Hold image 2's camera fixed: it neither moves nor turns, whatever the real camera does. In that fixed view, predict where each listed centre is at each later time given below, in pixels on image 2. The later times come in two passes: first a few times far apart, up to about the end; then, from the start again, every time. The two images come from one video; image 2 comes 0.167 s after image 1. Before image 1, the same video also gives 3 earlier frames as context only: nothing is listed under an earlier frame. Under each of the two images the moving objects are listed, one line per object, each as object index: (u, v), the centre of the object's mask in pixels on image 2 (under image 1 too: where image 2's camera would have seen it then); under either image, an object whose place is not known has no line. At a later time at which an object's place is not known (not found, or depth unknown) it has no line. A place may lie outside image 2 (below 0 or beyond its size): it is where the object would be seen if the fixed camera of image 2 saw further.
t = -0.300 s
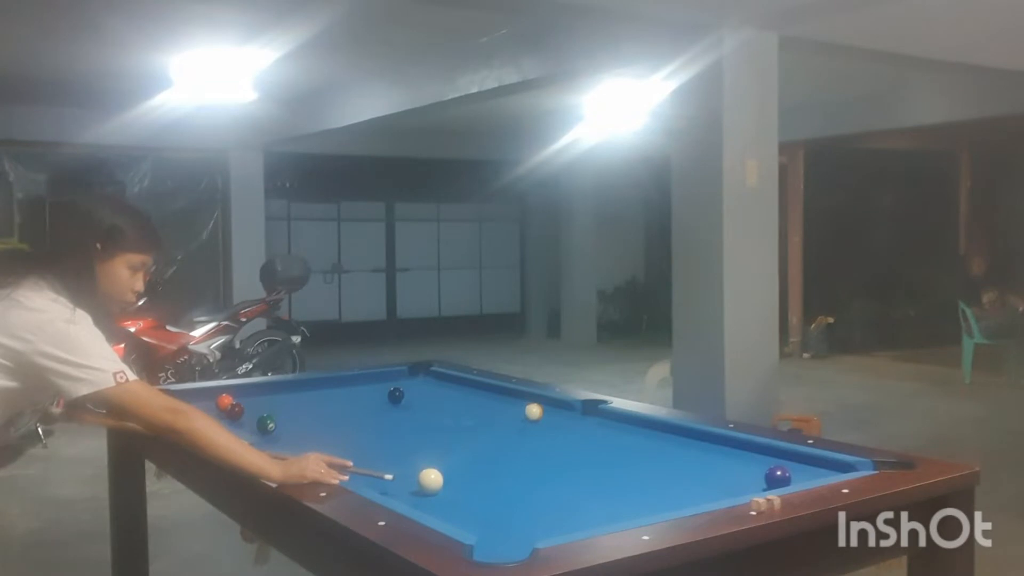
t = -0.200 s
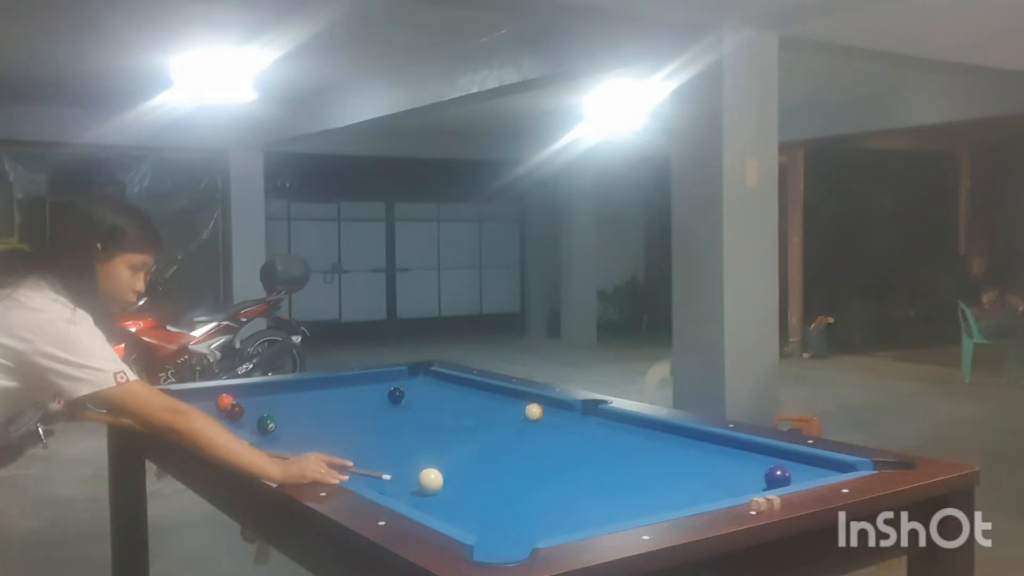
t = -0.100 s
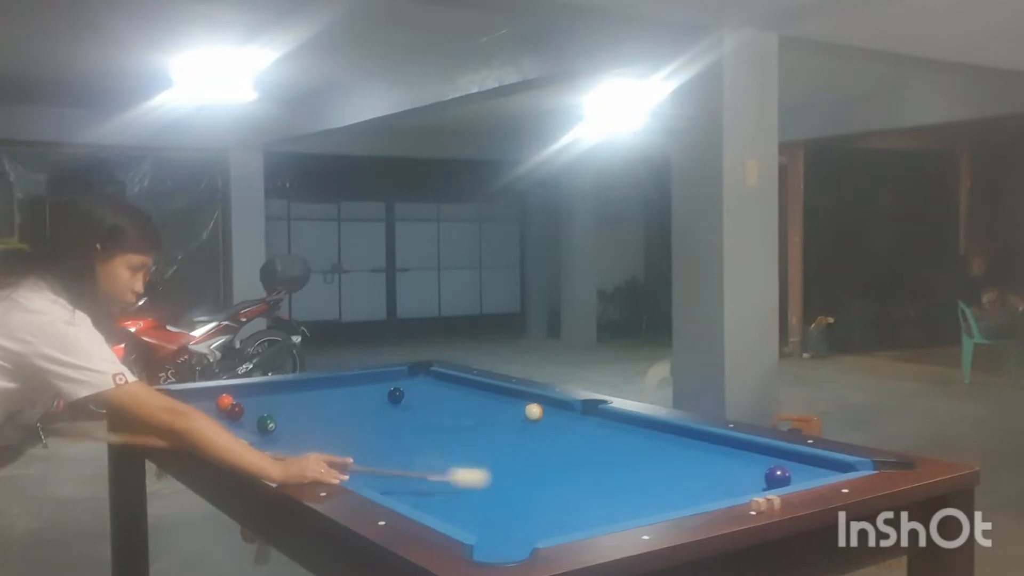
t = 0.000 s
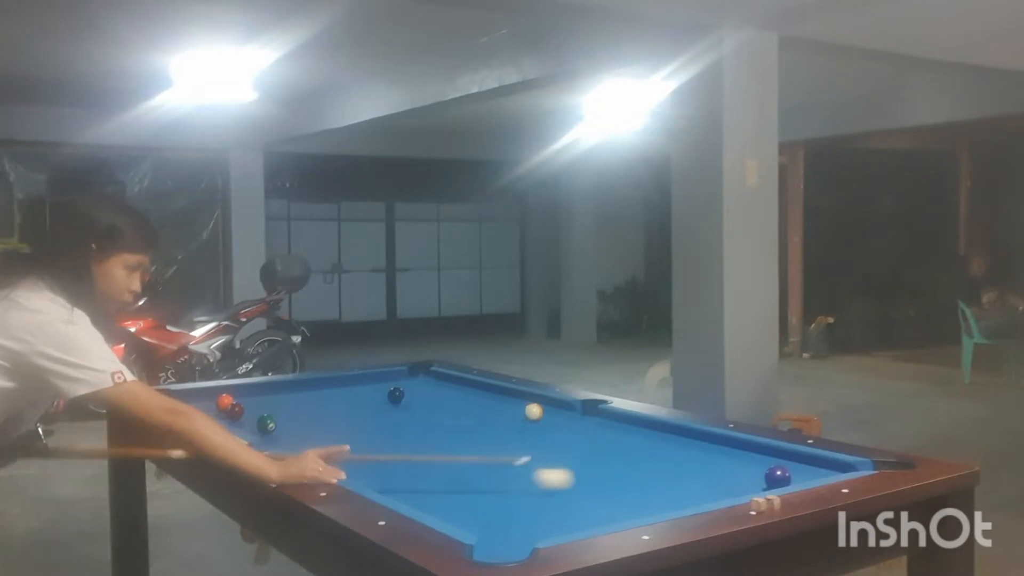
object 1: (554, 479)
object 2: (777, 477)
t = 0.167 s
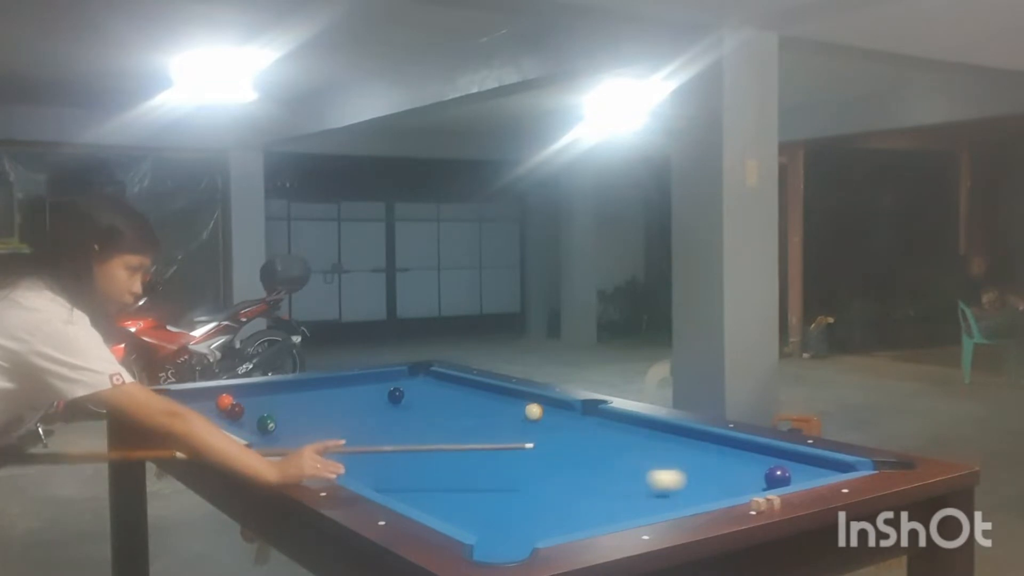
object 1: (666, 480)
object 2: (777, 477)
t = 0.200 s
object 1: (688, 480)
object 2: (777, 477)
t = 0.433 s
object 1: (764, 476)
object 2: (787, 474)
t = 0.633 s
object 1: (730, 463)
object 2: (800, 468)
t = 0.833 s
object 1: (702, 451)
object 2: (811, 461)
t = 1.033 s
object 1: (678, 441)
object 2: (797, 461)
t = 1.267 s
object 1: (654, 430)
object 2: (777, 461)
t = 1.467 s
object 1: (635, 422)
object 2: (760, 462)
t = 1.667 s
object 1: (617, 416)
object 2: (744, 464)
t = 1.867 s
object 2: (731, 464)
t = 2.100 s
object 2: (716, 466)
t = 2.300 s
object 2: (705, 466)
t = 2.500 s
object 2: (695, 467)
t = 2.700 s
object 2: (687, 467)
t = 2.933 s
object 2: (680, 467)
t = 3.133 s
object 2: (675, 467)
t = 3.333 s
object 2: (673, 467)
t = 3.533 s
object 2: (672, 467)
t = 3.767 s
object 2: (672, 467)
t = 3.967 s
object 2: (672, 467)
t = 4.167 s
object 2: (672, 467)
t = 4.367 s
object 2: (672, 467)
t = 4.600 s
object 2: (672, 467)
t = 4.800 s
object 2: (672, 467)
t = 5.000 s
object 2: (672, 467)
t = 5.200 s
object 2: (672, 467)
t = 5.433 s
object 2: (672, 467)
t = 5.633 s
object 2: (671, 467)
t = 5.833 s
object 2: (671, 467)
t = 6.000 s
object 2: (671, 467)
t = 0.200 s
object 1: (688, 480)
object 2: (777, 477)
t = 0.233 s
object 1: (709, 480)
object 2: (777, 477)
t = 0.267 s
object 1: (731, 480)
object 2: (777, 477)
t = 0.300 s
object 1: (753, 480)
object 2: (780, 476)
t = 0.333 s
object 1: (773, 480)
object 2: (779, 469)
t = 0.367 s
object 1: (781, 479)
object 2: (782, 469)
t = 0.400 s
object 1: (772, 478)
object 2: (788, 472)
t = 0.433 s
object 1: (764, 476)
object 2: (787, 474)
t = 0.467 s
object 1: (757, 474)
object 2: (789, 473)
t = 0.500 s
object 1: (751, 473)
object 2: (791, 472)
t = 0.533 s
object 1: (746, 470)
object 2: (794, 471)
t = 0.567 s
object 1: (740, 468)
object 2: (796, 470)
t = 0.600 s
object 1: (735, 466)
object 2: (798, 469)
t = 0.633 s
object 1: (730, 463)
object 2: (800, 468)
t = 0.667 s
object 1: (726, 461)
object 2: (802, 467)
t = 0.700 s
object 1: (721, 459)
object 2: (804, 465)
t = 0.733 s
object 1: (716, 457)
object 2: (806, 464)
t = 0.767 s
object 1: (711, 455)
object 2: (808, 463)
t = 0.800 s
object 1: (707, 453)
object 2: (809, 462)
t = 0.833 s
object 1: (702, 451)
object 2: (811, 461)
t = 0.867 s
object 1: (698, 450)
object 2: (812, 460)
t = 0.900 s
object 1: (694, 448)
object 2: (810, 460)
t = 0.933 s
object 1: (690, 446)
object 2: (807, 460)
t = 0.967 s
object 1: (686, 444)
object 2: (804, 461)
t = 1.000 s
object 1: (682, 442)
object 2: (801, 461)
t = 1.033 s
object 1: (678, 441)
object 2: (797, 461)
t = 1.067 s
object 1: (674, 439)
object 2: (794, 462)
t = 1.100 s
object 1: (671, 438)
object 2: (792, 462)
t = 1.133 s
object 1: (667, 436)
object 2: (788, 461)
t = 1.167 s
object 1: (664, 434)
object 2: (785, 461)
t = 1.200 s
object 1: (660, 433)
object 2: (782, 461)
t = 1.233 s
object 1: (657, 431)
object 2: (780, 461)
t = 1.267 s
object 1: (654, 430)
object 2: (777, 461)
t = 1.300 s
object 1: (650, 428)
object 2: (773, 461)
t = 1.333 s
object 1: (647, 427)
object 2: (771, 461)
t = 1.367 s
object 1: (644, 426)
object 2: (768, 462)
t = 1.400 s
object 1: (641, 424)
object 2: (766, 462)
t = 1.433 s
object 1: (638, 423)
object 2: (763, 461)
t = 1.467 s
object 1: (635, 422)
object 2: (760, 462)
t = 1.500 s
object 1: (633, 421)
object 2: (757, 462)
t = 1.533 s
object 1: (630, 420)
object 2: (755, 463)
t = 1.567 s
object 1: (627, 418)
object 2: (752, 463)
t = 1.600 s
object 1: (624, 417)
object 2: (750, 463)
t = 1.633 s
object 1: (621, 416)
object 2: (746, 464)
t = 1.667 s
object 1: (617, 416)
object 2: (744, 464)
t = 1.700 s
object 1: (612, 415)
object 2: (741, 465)
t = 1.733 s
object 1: (608, 414)
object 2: (740, 465)
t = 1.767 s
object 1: (604, 413)
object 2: (737, 464)
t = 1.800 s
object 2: (735, 465)
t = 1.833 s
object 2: (733, 464)
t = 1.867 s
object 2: (731, 464)
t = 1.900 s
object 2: (729, 465)
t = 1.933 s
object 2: (726, 465)
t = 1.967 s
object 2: (724, 465)
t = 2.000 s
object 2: (722, 465)
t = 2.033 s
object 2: (720, 465)
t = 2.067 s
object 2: (718, 466)
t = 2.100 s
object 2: (716, 466)
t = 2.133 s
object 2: (714, 466)
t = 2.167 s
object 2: (712, 466)
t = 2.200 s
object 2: (710, 466)
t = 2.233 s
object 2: (708, 466)
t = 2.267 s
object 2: (707, 466)
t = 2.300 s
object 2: (705, 466)
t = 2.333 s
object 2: (703, 466)
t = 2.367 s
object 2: (702, 467)
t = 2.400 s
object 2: (700, 467)
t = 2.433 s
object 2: (699, 467)
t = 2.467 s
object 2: (697, 467)
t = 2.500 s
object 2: (695, 467)
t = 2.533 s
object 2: (694, 467)
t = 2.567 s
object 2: (693, 467)
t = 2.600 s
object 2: (691, 467)
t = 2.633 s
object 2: (690, 467)
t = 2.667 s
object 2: (688, 467)
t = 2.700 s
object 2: (687, 467)
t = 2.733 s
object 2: (686, 467)
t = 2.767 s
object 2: (685, 467)
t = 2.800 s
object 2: (684, 467)
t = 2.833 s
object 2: (683, 467)
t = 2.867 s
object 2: (682, 467)
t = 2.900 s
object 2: (681, 467)
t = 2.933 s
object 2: (680, 467)
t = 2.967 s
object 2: (679, 467)
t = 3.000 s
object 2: (678, 467)
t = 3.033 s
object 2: (677, 467)
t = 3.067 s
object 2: (676, 467)
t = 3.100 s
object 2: (676, 467)
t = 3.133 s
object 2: (675, 467)
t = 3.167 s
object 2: (674, 467)
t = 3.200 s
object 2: (674, 467)
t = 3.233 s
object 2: (674, 467)
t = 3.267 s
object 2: (673, 467)
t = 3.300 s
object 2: (673, 467)
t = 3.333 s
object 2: (673, 467)
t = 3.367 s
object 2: (672, 467)
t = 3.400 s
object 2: (672, 467)
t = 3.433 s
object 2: (672, 467)
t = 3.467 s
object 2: (672, 467)
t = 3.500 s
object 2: (672, 467)
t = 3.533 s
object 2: (672, 467)
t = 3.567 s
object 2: (672, 467)
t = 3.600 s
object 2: (672, 467)
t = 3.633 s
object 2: (672, 467)
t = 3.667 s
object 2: (672, 467)
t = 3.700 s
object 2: (672, 467)
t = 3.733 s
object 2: (672, 467)
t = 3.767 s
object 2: (672, 467)
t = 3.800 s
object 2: (672, 467)
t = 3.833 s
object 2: (672, 467)
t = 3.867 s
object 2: (672, 467)
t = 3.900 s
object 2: (672, 467)
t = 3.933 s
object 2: (672, 467)
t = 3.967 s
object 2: (672, 467)
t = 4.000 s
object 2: (672, 467)
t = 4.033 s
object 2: (672, 467)
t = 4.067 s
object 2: (672, 467)
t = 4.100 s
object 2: (672, 467)
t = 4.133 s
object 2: (672, 467)
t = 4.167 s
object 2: (672, 467)
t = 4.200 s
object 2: (672, 467)
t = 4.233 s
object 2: (672, 467)
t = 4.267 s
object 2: (672, 467)
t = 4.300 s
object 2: (672, 467)
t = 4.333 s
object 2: (672, 467)
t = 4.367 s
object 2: (672, 467)
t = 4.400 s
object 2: (672, 467)
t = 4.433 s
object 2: (672, 467)
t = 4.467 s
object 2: (672, 467)
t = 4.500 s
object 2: (672, 467)
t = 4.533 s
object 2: (672, 467)
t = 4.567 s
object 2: (672, 467)
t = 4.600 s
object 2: (672, 467)
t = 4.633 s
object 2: (672, 467)
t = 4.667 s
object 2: (672, 467)
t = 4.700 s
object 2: (672, 467)
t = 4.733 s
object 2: (672, 467)
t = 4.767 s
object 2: (672, 467)
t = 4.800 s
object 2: (672, 467)
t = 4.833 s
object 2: (672, 467)
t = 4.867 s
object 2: (672, 467)
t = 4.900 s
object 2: (671, 467)
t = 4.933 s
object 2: (672, 467)
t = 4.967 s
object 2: (672, 467)
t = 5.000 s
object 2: (672, 467)
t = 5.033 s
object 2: (672, 467)
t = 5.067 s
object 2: (672, 467)
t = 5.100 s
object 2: (672, 467)
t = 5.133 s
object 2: (671, 467)
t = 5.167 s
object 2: (671, 467)
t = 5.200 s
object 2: (672, 467)
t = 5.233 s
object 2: (672, 467)
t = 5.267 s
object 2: (672, 467)
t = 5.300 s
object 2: (671, 467)
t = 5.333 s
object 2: (671, 467)
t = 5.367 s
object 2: (671, 467)
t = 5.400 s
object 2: (672, 467)
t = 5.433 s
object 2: (672, 467)
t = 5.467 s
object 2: (672, 467)
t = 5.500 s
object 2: (671, 467)
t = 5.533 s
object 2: (671, 467)
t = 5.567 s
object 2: (671, 467)
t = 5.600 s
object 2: (671, 467)
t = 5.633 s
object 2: (671, 467)
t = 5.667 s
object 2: (671, 467)
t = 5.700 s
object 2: (671, 467)
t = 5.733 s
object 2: (671, 467)
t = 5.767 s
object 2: (671, 467)
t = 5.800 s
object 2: (671, 467)
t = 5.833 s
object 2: (671, 467)
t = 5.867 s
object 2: (671, 467)
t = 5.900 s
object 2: (671, 467)
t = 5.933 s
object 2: (671, 467)
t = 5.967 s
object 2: (671, 467)
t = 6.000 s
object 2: (671, 467)
